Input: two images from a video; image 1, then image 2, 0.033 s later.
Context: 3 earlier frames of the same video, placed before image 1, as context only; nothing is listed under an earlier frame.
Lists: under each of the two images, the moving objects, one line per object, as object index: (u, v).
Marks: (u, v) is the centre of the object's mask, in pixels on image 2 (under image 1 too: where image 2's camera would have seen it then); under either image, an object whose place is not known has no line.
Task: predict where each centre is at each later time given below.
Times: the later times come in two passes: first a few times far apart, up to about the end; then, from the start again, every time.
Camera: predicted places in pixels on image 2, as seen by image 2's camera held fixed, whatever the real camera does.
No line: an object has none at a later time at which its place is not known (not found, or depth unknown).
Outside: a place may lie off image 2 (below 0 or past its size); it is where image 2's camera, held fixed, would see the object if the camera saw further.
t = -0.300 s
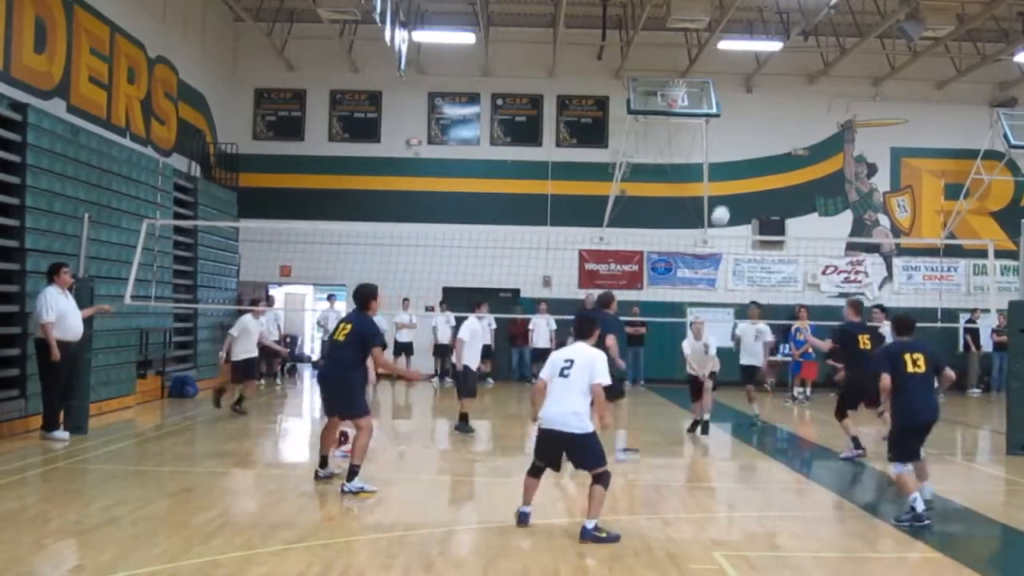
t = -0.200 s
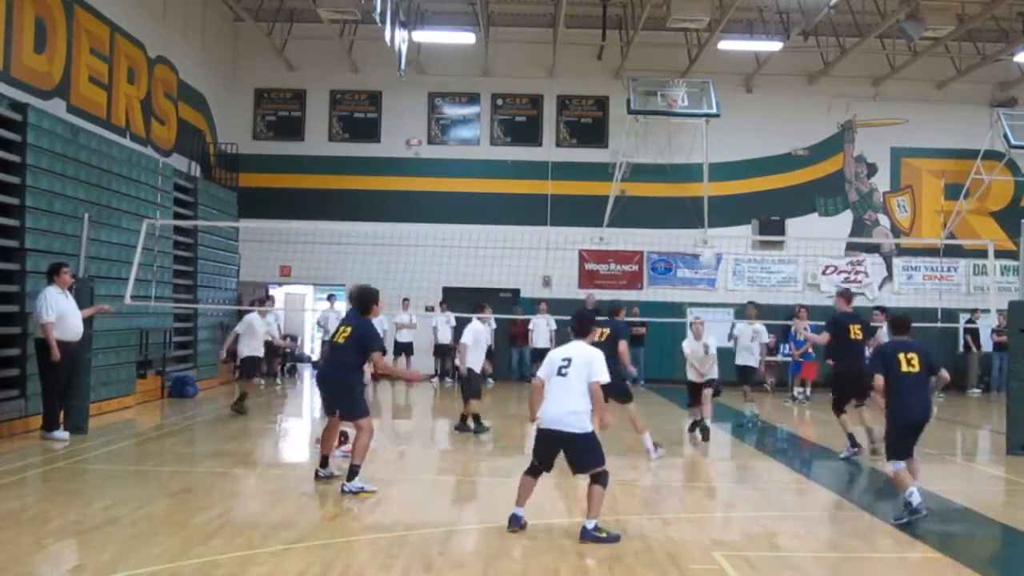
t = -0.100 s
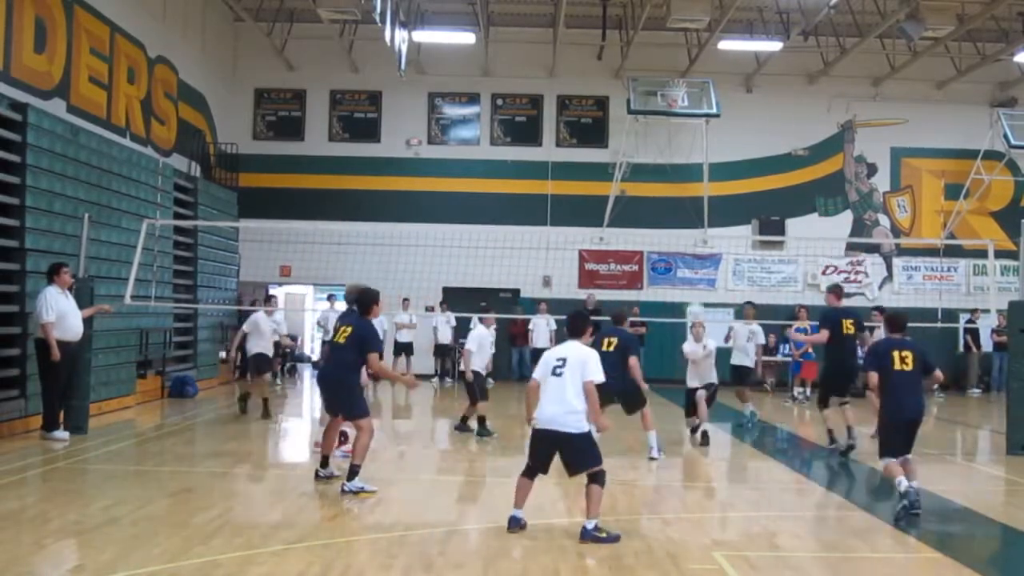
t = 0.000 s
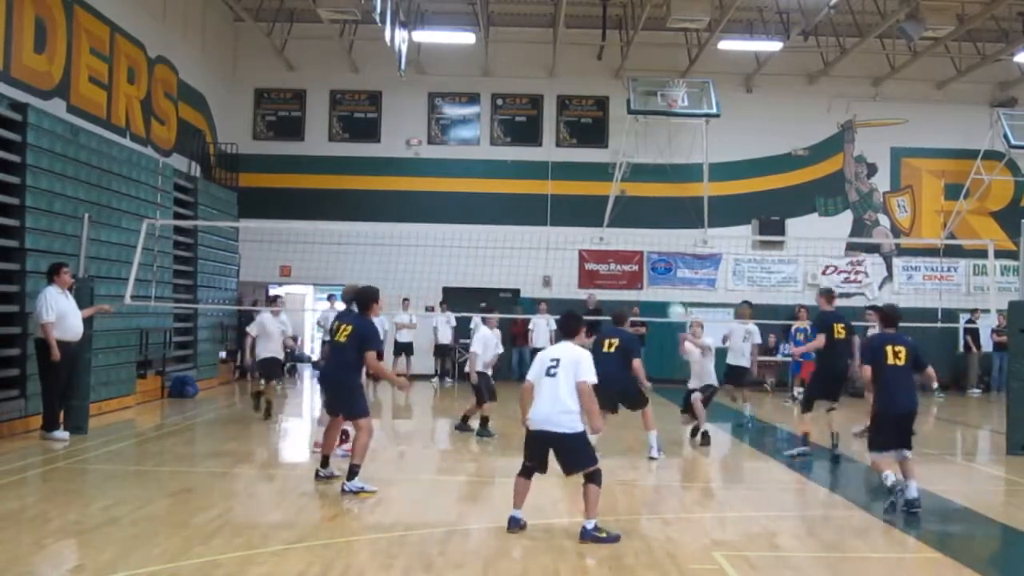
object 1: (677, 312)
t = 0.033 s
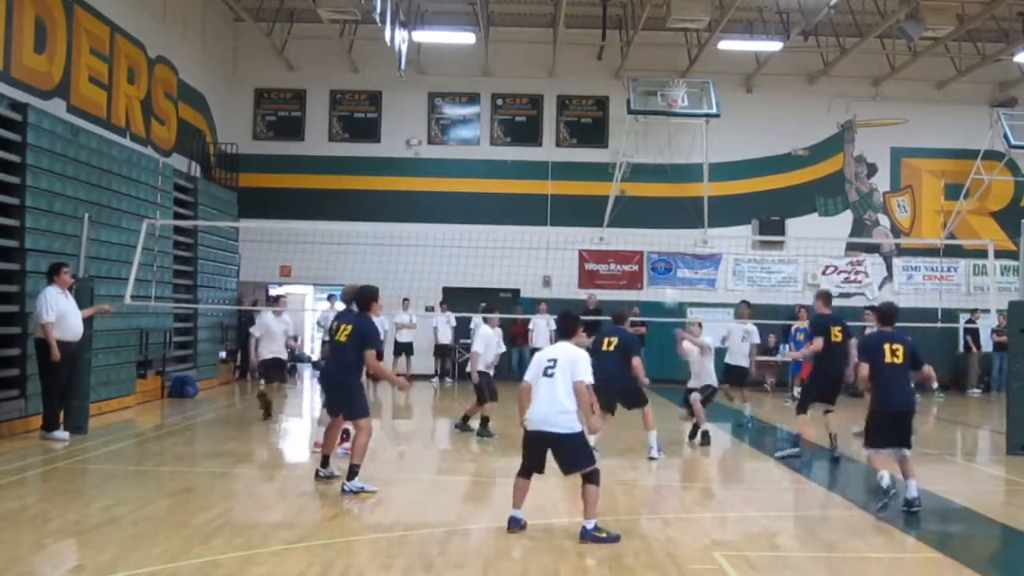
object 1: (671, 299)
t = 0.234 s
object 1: (624, 222)
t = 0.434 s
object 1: (583, 183)
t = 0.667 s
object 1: (537, 179)
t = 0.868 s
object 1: (498, 208)
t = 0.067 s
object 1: (661, 280)
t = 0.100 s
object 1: (654, 268)
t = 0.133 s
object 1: (647, 255)
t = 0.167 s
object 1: (639, 240)
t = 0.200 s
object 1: (631, 228)
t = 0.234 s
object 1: (624, 222)
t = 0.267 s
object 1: (617, 214)
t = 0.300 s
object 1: (610, 207)
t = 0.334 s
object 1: (603, 200)
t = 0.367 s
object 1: (596, 194)
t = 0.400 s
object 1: (590, 188)
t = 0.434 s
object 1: (583, 183)
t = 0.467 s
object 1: (577, 180)
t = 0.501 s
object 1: (569, 178)
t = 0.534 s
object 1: (563, 176)
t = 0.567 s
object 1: (556, 176)
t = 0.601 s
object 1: (549, 176)
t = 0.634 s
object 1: (543, 177)
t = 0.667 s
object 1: (537, 179)
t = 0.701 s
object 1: (530, 181)
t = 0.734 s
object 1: (523, 186)
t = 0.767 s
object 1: (517, 190)
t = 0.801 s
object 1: (510, 195)
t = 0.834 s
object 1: (504, 201)
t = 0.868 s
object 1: (498, 208)
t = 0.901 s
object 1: (492, 215)
